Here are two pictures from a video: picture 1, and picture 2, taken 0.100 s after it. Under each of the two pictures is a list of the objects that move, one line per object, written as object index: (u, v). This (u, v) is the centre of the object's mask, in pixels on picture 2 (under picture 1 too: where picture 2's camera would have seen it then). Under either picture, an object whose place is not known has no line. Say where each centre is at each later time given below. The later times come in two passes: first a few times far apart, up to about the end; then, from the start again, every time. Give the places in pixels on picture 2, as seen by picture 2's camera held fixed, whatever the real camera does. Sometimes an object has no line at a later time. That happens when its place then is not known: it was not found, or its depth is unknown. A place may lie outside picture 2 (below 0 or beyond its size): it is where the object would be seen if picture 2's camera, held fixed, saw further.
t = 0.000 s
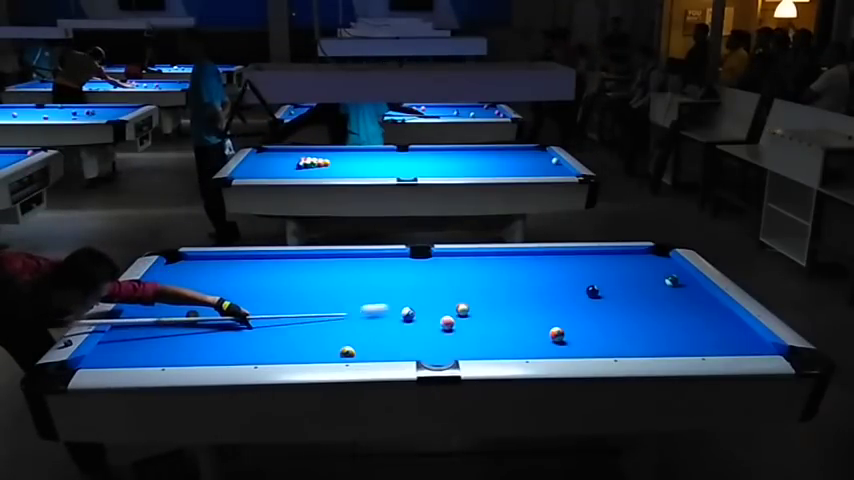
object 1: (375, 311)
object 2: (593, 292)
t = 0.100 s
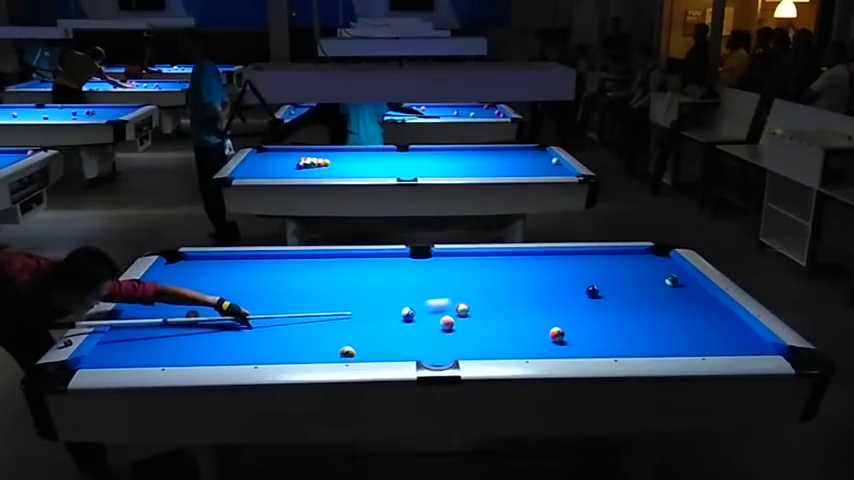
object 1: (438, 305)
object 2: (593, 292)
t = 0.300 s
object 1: (546, 297)
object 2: (593, 292)
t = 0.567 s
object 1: (609, 300)
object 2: (642, 280)
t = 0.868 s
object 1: (662, 307)
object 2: (661, 268)
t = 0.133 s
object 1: (458, 301)
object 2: (593, 292)
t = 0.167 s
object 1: (477, 302)
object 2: (593, 292)
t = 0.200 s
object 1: (496, 301)
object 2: (593, 292)
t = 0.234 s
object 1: (513, 300)
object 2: (593, 292)
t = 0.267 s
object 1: (530, 298)
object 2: (593, 292)
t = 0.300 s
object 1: (546, 297)
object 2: (593, 292)
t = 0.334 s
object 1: (562, 295)
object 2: (593, 292)
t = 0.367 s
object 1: (576, 294)
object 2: (593, 292)
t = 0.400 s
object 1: (585, 295)
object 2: (599, 291)
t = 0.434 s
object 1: (589, 296)
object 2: (609, 288)
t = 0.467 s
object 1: (593, 297)
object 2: (618, 286)
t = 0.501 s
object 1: (598, 298)
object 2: (627, 284)
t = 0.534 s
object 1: (604, 299)
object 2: (635, 281)
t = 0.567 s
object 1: (609, 300)
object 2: (642, 280)
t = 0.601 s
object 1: (615, 300)
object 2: (650, 278)
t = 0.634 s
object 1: (621, 301)
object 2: (657, 277)
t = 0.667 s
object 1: (627, 302)
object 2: (663, 274)
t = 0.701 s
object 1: (633, 303)
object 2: (669, 271)
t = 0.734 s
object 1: (639, 304)
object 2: (677, 272)
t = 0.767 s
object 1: (645, 305)
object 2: (679, 270)
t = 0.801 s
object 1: (650, 305)
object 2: (673, 269)
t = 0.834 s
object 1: (656, 306)
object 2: (667, 269)
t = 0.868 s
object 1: (662, 307)
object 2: (661, 268)
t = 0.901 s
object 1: (668, 308)
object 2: (656, 267)
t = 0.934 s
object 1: (674, 309)
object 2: (650, 266)
